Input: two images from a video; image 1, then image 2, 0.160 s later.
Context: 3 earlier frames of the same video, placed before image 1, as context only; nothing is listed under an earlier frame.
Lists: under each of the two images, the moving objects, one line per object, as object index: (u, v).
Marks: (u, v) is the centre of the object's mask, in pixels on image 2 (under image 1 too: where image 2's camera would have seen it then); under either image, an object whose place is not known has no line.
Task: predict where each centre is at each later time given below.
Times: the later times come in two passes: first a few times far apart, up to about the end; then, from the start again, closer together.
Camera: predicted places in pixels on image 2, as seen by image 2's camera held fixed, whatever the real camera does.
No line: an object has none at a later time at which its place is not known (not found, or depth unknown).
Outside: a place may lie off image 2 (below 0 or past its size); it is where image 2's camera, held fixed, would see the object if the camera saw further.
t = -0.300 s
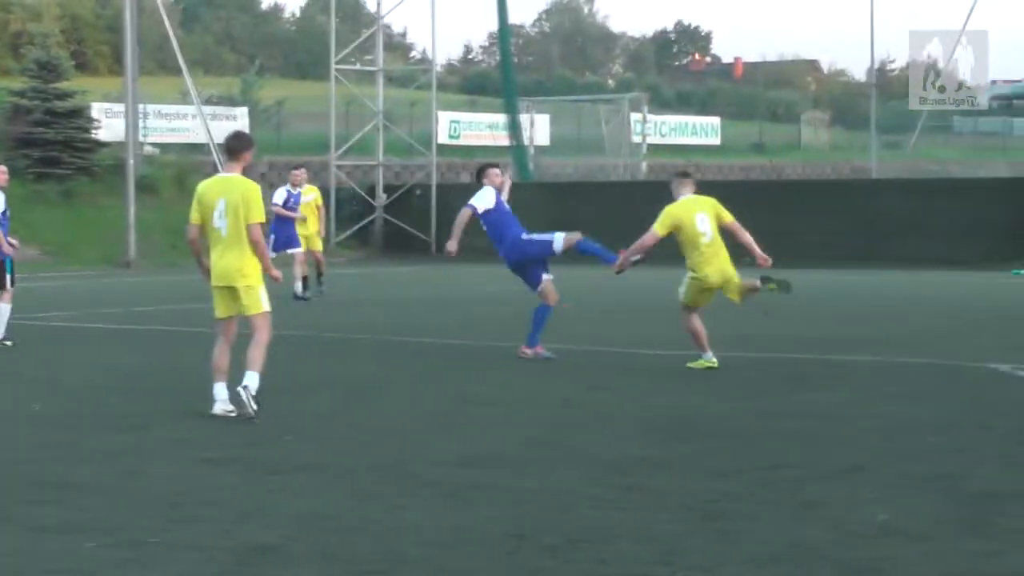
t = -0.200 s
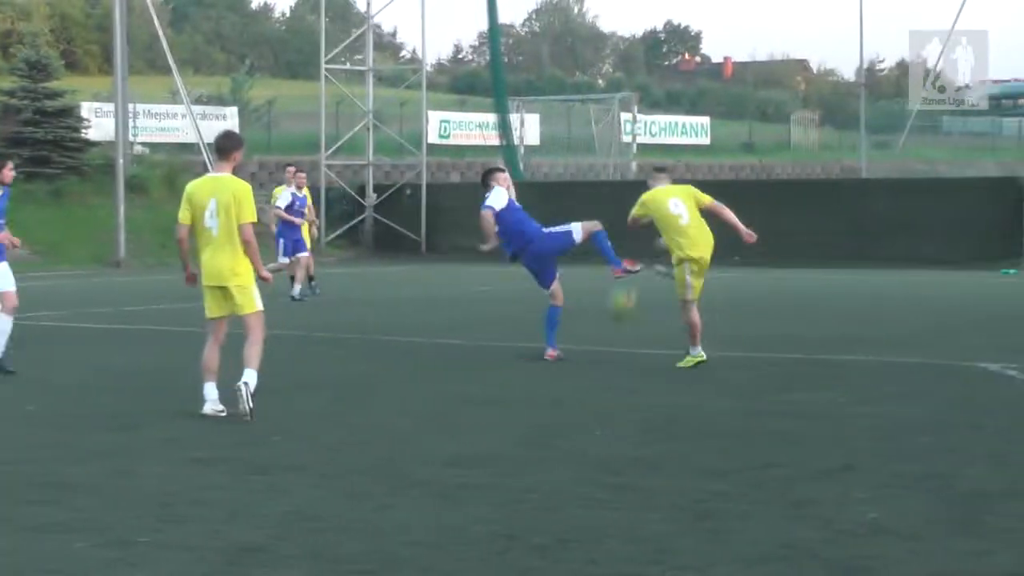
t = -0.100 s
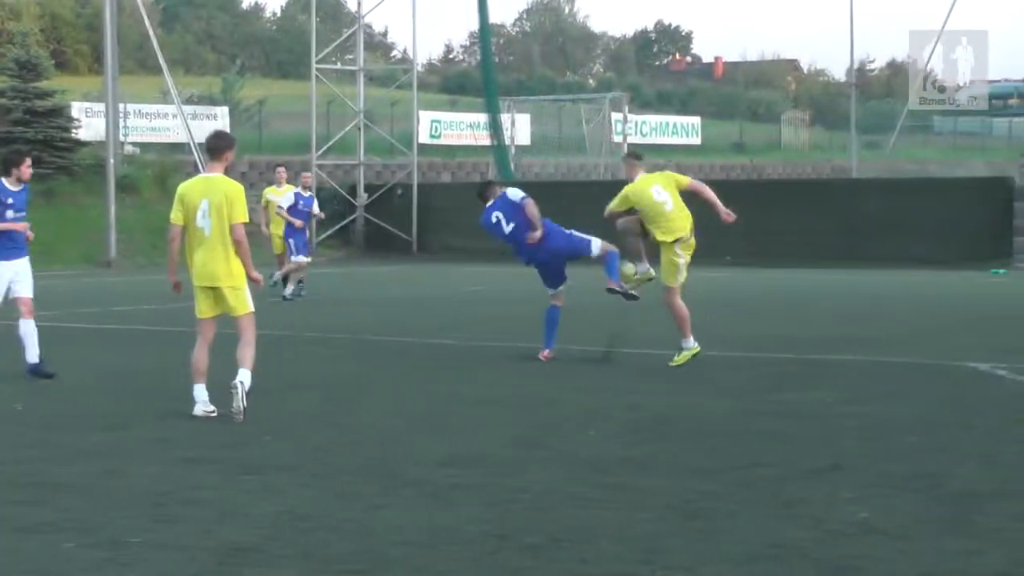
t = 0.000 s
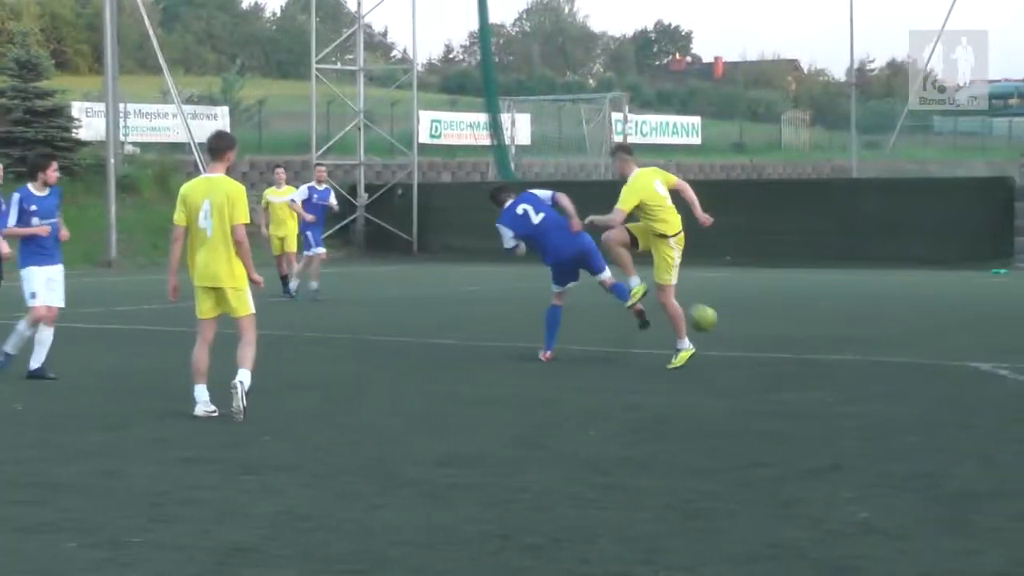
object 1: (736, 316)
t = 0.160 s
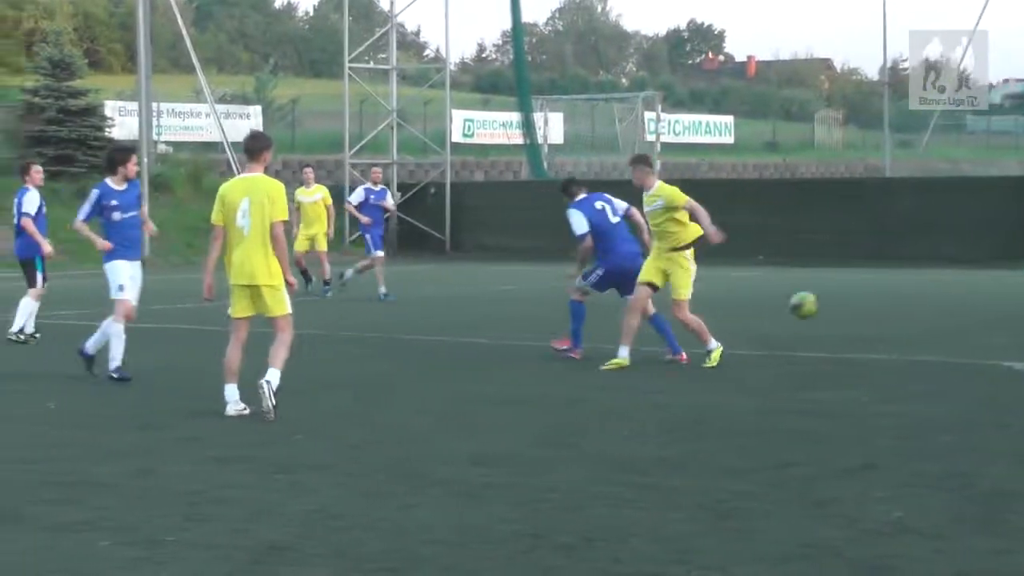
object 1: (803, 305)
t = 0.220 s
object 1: (817, 288)
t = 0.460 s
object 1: (879, 264)
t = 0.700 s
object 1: (940, 305)
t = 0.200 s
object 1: (812, 293)
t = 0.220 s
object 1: (817, 288)
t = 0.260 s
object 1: (827, 279)
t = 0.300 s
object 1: (838, 272)
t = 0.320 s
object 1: (843, 270)
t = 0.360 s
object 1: (853, 266)
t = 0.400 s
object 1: (865, 263)
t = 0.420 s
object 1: (869, 263)
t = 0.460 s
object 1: (879, 264)
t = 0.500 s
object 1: (890, 266)
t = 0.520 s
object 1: (896, 268)
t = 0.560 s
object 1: (905, 273)
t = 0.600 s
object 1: (915, 280)
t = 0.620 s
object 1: (921, 284)
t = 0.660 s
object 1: (930, 294)
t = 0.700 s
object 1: (940, 305)
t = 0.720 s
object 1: (945, 312)
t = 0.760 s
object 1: (954, 325)
